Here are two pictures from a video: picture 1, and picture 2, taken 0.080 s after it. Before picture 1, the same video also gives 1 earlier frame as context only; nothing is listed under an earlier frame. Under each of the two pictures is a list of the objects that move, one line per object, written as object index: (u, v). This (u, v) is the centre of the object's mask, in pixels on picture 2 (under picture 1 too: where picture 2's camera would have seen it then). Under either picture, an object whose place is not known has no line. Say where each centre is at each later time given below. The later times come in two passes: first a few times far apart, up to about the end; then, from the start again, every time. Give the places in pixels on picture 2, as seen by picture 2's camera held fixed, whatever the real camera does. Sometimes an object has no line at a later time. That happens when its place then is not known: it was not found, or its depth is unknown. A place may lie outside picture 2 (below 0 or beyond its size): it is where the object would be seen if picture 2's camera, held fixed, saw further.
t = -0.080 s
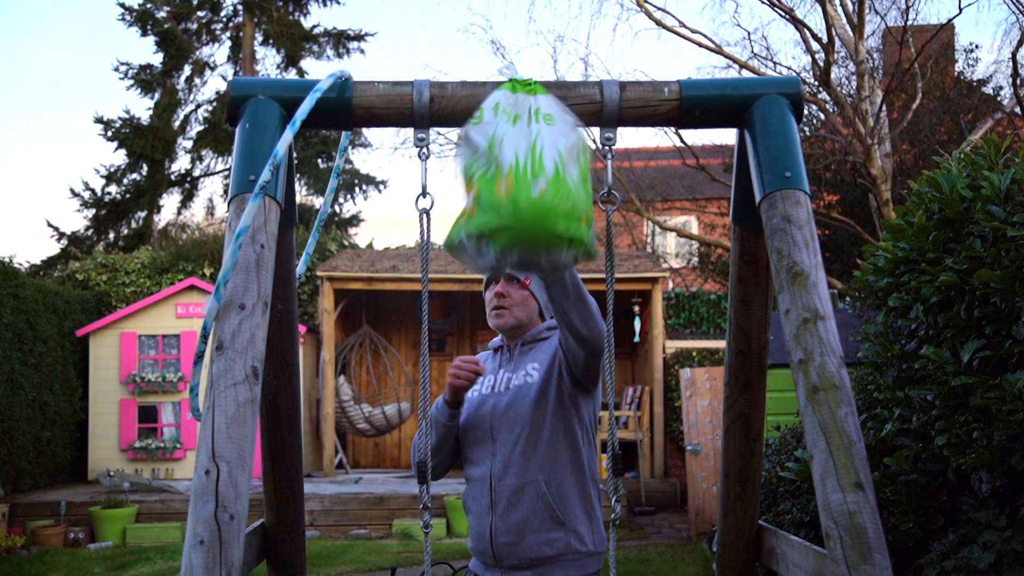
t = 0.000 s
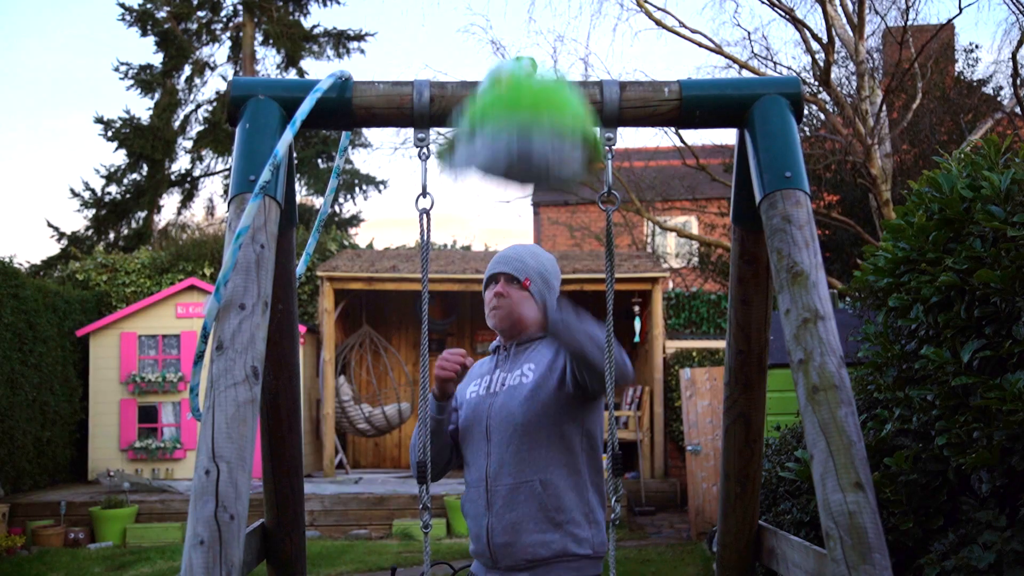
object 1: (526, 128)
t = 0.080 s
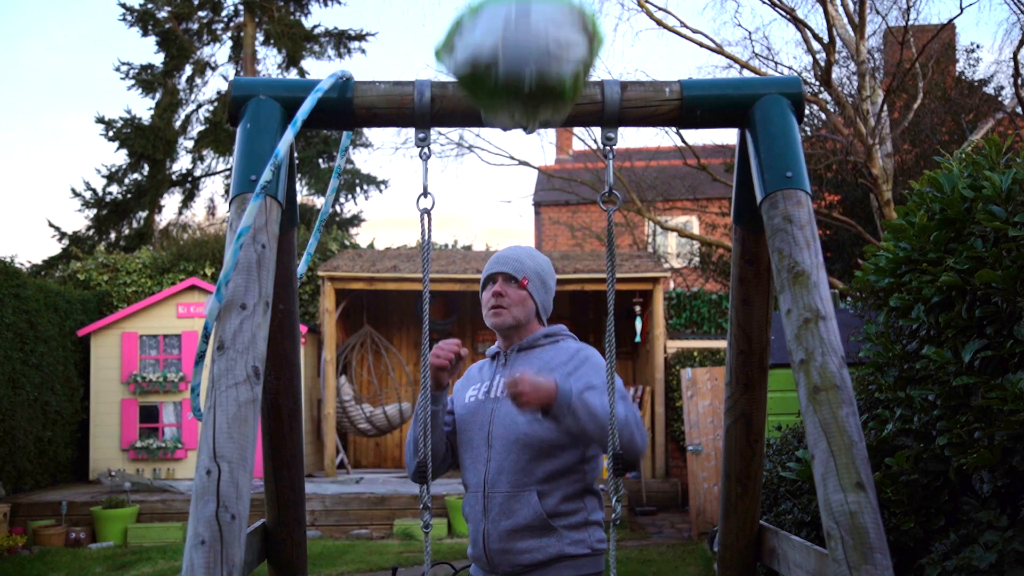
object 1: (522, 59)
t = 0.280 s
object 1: (522, 62)
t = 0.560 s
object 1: (522, 61)
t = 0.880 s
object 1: (521, 64)
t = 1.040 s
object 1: (523, 154)
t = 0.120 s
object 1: (520, 56)
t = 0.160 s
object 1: (520, 58)
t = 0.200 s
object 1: (522, 59)
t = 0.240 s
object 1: (523, 60)
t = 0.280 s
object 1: (522, 62)
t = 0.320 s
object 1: (521, 63)
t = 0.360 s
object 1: (521, 62)
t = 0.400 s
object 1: (521, 59)
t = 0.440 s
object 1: (522, 58)
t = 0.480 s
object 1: (522, 59)
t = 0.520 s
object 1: (522, 61)
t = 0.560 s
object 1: (522, 61)
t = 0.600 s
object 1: (523, 60)
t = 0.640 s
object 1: (523, 60)
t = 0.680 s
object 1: (523, 61)
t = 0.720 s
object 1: (523, 63)
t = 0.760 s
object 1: (523, 62)
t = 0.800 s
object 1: (524, 62)
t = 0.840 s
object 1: (523, 63)
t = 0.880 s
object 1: (521, 64)
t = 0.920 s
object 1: (521, 66)
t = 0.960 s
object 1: (517, 90)
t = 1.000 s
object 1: (519, 130)
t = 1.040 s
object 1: (523, 154)
